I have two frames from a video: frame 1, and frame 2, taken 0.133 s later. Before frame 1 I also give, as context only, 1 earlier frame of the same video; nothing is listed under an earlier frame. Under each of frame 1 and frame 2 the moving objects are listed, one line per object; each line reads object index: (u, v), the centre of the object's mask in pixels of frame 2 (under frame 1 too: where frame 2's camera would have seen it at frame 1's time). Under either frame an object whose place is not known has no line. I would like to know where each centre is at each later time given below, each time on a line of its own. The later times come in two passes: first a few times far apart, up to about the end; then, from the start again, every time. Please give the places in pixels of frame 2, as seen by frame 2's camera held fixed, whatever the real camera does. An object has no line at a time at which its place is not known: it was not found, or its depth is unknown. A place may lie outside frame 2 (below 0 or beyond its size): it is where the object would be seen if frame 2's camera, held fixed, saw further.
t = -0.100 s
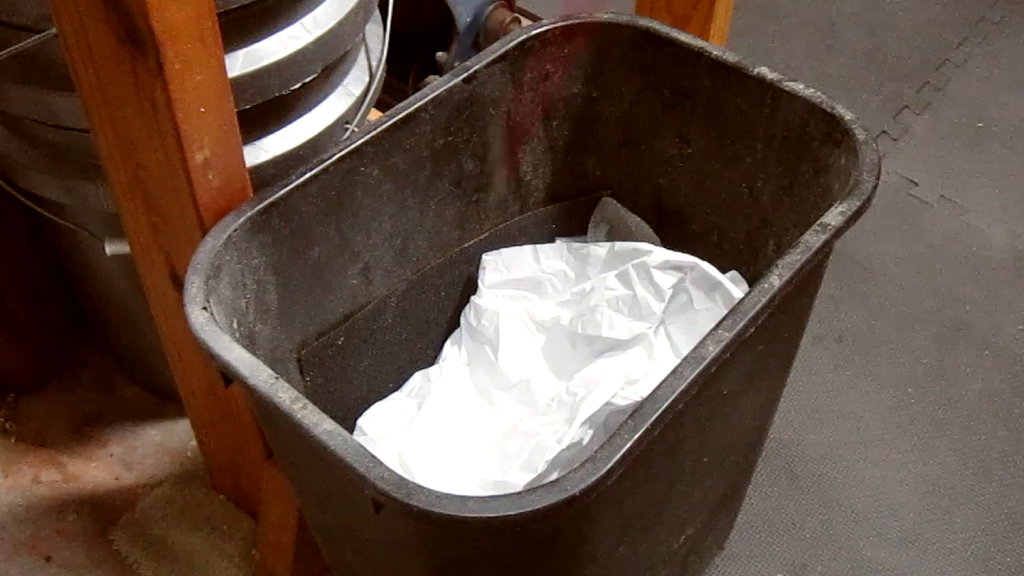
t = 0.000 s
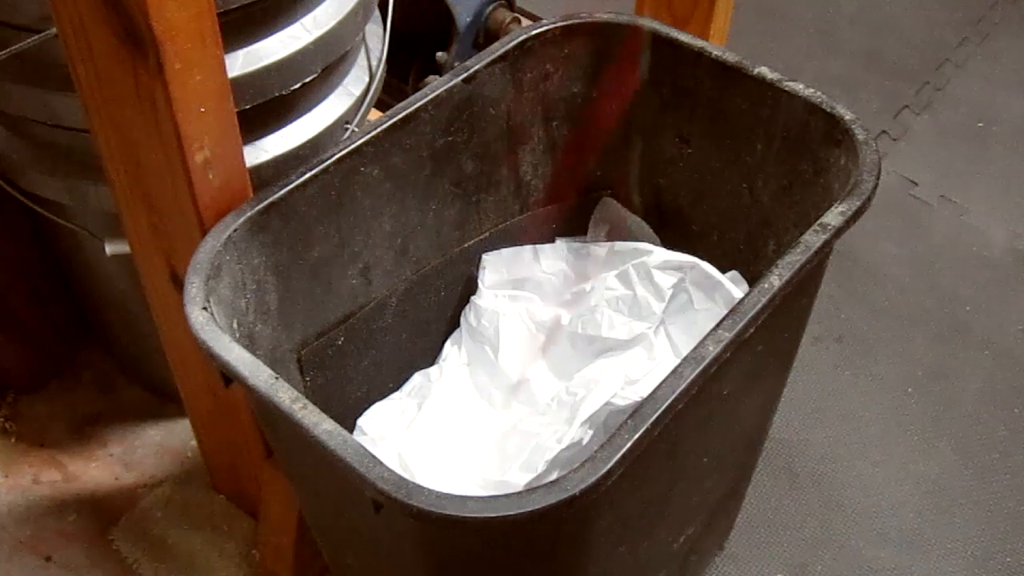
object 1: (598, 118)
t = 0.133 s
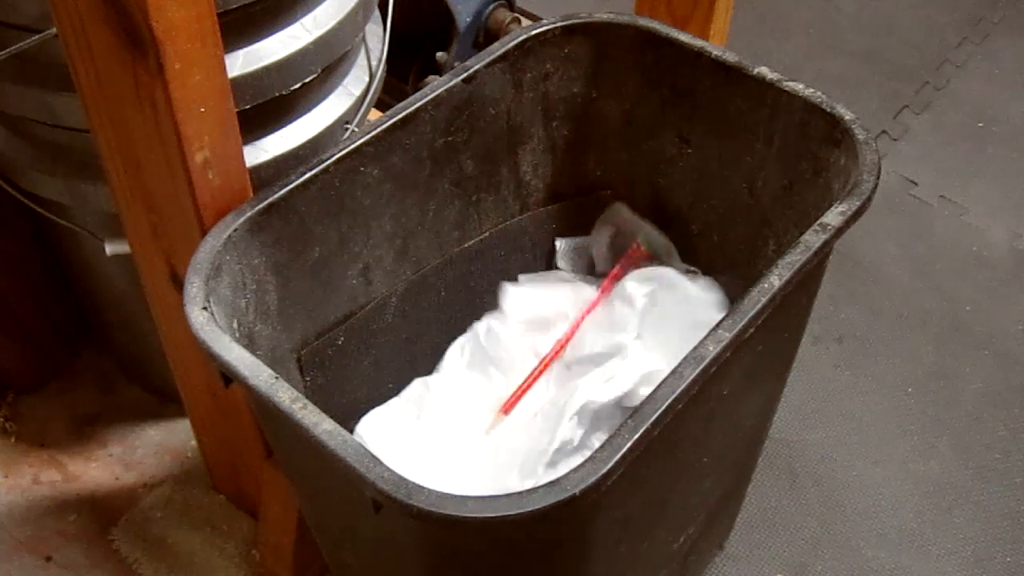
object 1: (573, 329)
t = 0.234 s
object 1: (564, 303)
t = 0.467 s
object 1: (535, 312)
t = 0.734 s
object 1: (549, 343)
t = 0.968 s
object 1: (542, 334)
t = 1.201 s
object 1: (544, 337)
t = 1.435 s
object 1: (542, 335)
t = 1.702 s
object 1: (544, 335)
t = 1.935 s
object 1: (544, 335)
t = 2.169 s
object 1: (543, 335)
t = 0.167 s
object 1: (576, 312)
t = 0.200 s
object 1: (566, 318)
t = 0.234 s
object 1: (564, 303)
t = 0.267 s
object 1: (562, 293)
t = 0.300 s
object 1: (553, 298)
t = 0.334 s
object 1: (550, 295)
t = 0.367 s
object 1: (542, 300)
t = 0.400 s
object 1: (540, 299)
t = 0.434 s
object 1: (537, 306)
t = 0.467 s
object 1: (535, 312)
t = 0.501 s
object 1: (542, 305)
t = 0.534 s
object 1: (538, 320)
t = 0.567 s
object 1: (547, 321)
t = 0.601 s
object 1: (552, 323)
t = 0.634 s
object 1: (546, 340)
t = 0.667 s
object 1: (552, 336)
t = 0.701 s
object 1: (550, 342)
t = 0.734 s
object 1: (549, 343)
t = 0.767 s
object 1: (551, 340)
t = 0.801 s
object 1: (548, 342)
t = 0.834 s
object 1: (549, 334)
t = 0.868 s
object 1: (547, 334)
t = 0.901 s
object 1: (544, 336)
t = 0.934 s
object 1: (545, 331)
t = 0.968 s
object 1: (542, 334)
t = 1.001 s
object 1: (542, 333)
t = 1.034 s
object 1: (543, 332)
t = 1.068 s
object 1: (543, 334)
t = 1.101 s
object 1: (545, 332)
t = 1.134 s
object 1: (545, 335)
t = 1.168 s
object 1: (544, 336)
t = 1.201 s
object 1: (544, 337)
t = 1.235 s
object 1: (543, 337)
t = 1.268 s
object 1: (543, 337)
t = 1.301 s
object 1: (544, 336)
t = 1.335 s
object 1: (543, 336)
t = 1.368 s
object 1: (543, 336)
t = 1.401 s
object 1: (543, 336)
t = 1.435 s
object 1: (542, 335)
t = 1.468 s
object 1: (544, 334)
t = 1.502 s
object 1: (543, 335)
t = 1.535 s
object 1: (544, 334)
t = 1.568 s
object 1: (544, 334)
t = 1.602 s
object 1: (545, 333)
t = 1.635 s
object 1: (545, 334)
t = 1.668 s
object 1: (544, 334)
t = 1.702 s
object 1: (544, 335)
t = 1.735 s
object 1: (544, 335)
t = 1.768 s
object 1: (544, 334)
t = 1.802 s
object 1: (544, 334)
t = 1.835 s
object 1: (544, 334)
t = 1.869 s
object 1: (544, 334)
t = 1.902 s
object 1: (544, 334)
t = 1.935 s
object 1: (544, 335)
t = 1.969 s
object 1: (544, 334)
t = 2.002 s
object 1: (544, 334)
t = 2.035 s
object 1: (544, 334)
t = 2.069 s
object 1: (544, 334)
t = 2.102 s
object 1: (543, 335)
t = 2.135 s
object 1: (543, 335)
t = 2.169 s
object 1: (543, 335)
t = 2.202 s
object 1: (544, 335)
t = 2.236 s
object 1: (544, 335)
